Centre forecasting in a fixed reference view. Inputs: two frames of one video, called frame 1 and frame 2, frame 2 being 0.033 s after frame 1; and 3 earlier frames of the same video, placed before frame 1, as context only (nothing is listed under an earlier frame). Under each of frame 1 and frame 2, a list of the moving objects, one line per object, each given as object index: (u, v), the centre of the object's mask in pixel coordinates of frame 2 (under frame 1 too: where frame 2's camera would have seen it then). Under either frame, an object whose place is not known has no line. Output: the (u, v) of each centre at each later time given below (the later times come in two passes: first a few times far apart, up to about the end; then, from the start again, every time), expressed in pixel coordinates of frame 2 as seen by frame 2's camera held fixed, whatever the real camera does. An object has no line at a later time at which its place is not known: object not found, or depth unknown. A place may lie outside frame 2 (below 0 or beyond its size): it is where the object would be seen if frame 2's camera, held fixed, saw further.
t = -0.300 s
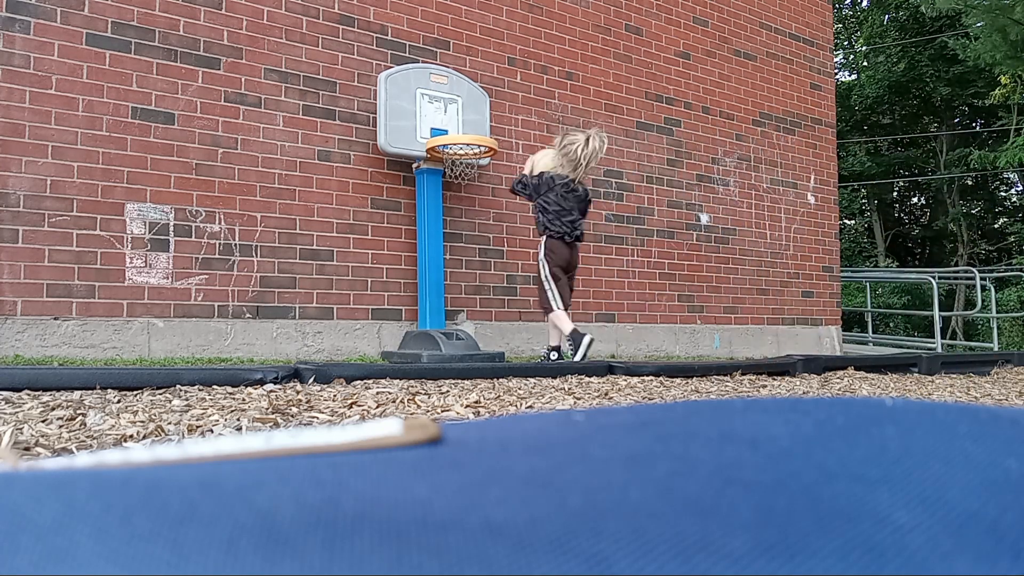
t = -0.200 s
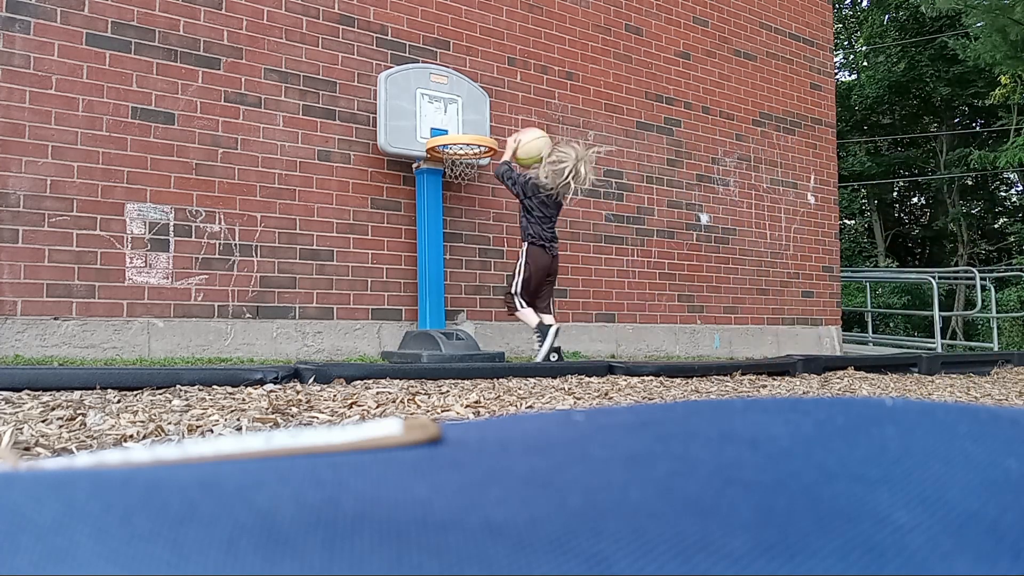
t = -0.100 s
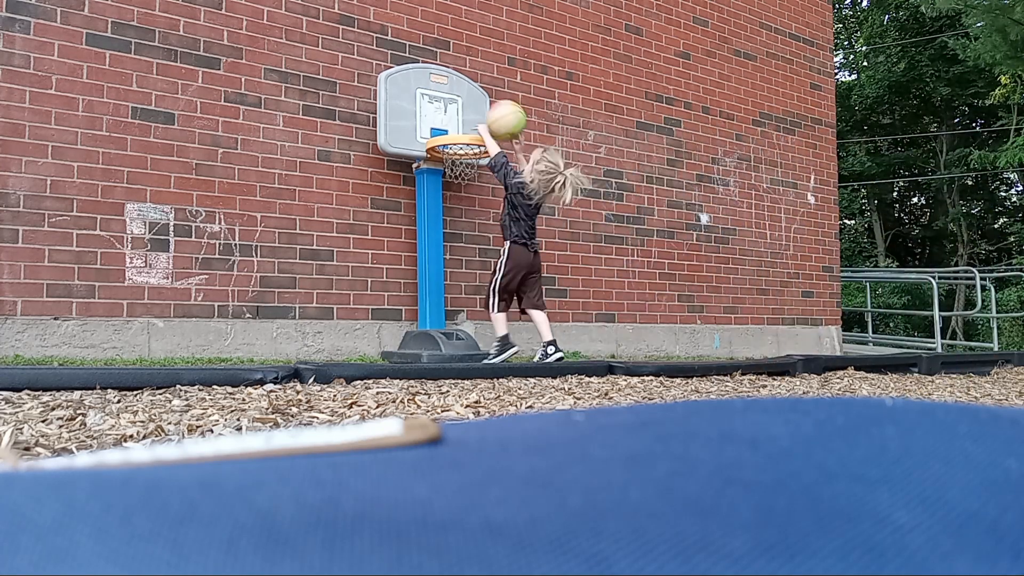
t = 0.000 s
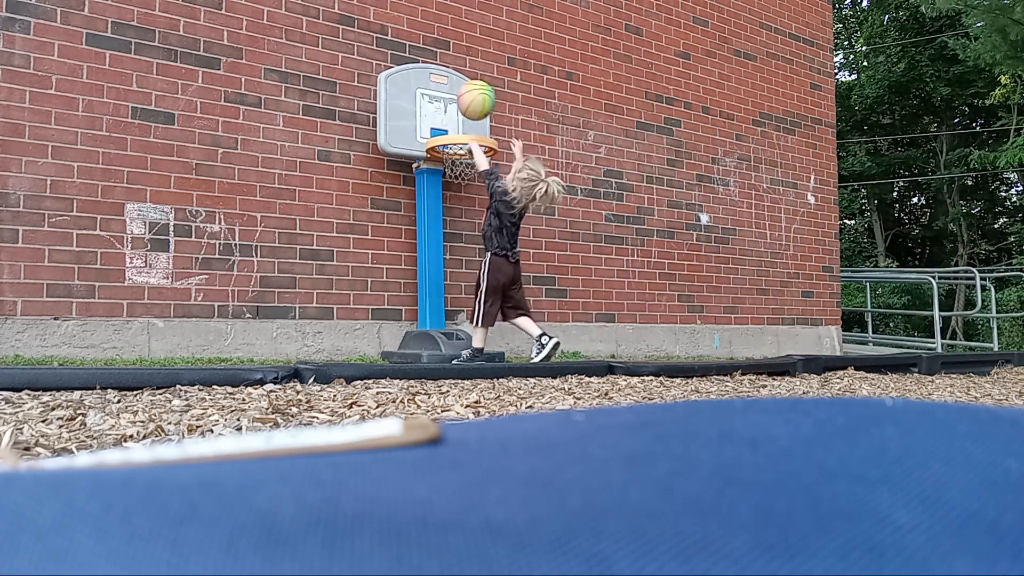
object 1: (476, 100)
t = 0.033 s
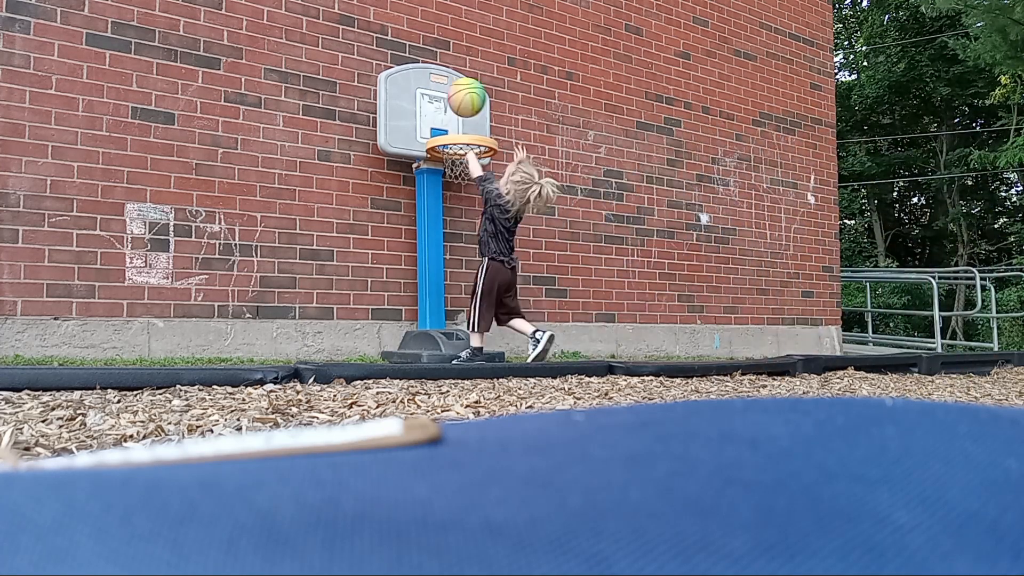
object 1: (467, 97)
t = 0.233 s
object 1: (419, 117)
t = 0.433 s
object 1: (399, 135)
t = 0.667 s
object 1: (366, 239)
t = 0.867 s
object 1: (339, 289)
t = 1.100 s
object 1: (320, 158)
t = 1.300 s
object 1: (298, 132)
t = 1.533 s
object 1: (265, 226)
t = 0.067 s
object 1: (457, 96)
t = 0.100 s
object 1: (448, 97)
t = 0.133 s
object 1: (439, 100)
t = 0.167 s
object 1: (430, 105)
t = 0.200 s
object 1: (420, 113)
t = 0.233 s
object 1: (419, 117)
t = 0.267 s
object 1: (419, 122)
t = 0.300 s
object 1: (417, 124)
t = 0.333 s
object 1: (412, 123)
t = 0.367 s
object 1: (408, 125)
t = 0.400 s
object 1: (404, 129)
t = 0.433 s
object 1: (399, 135)
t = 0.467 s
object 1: (395, 142)
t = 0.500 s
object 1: (390, 153)
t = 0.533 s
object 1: (386, 165)
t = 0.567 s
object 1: (382, 179)
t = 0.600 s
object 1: (377, 196)
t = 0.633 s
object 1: (371, 216)
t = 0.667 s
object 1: (366, 239)
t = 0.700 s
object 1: (360, 265)
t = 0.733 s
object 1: (355, 294)
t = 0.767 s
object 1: (349, 327)
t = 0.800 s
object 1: (344, 344)
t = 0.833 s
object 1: (341, 316)
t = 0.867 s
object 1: (339, 289)
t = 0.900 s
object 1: (336, 265)
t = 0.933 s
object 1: (334, 242)
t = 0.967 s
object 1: (331, 221)
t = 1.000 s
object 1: (329, 202)
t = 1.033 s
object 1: (326, 185)
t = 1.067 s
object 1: (322, 171)
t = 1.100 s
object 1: (320, 158)
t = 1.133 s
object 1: (317, 147)
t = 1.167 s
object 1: (313, 140)
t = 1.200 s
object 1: (310, 134)
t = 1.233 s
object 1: (306, 131)
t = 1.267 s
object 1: (302, 130)
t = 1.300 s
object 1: (298, 132)
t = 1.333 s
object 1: (294, 136)
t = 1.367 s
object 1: (289, 143)
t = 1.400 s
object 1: (285, 153)
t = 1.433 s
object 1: (280, 167)
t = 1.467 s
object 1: (275, 183)
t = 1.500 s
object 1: (270, 202)
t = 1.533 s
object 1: (265, 226)
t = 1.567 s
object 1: (260, 252)
